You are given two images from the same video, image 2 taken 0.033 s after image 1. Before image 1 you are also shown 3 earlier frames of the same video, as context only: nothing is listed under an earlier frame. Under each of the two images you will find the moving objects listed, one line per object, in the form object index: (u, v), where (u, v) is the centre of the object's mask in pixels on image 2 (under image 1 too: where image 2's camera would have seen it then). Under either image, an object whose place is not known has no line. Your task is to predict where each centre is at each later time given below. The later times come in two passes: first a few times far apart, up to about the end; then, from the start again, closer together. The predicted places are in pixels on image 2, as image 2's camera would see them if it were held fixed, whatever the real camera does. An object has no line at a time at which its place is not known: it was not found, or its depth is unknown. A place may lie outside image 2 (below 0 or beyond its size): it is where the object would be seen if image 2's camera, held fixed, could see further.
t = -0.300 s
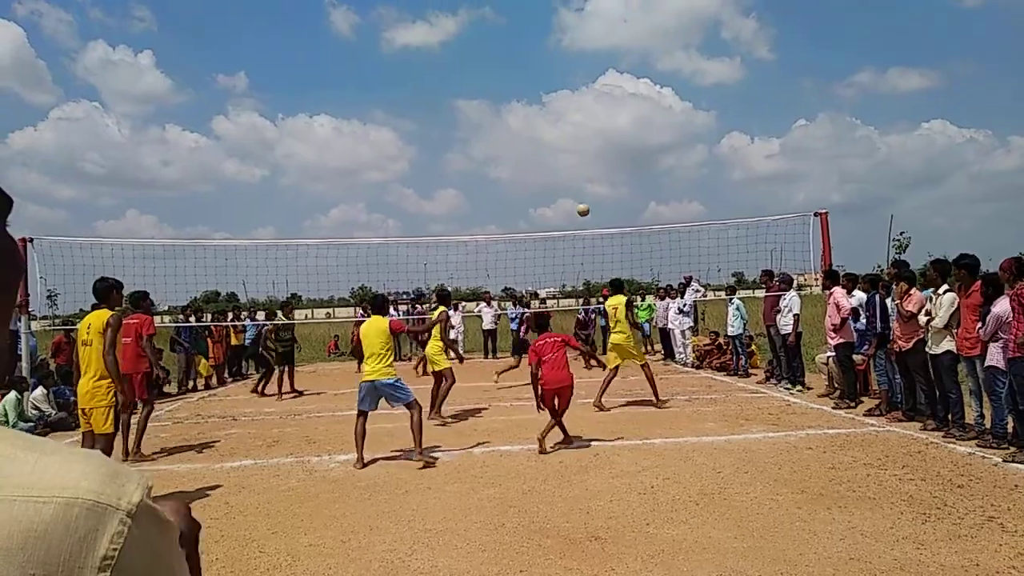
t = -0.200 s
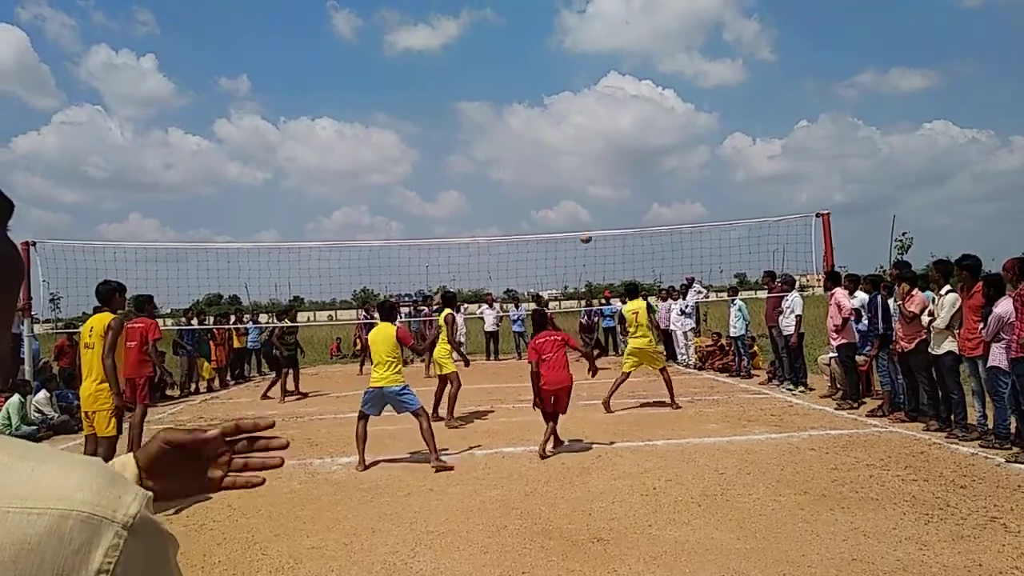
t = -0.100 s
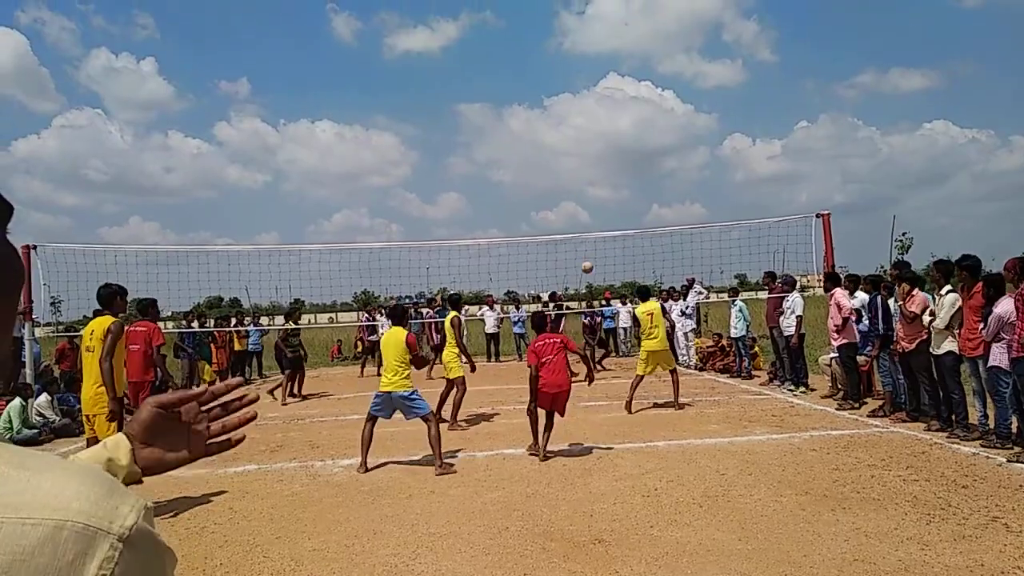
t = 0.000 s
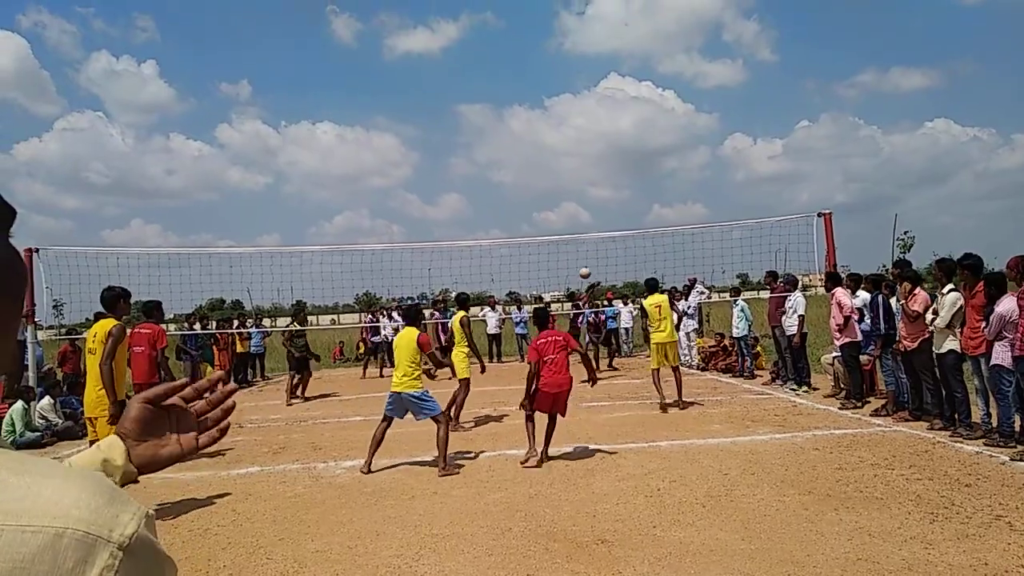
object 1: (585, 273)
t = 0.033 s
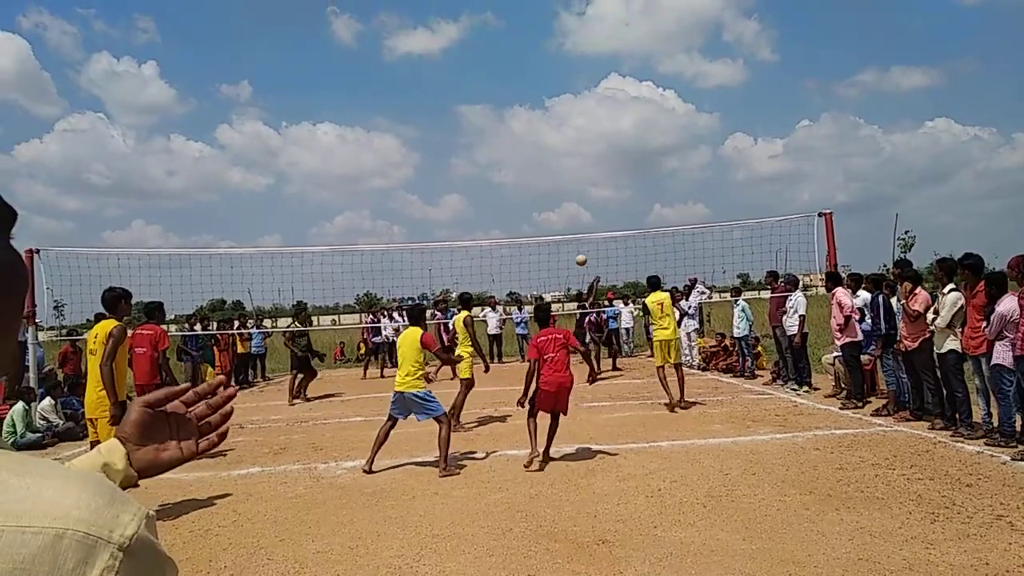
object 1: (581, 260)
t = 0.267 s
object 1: (548, 184)
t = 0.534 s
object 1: (513, 133)
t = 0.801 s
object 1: (478, 119)
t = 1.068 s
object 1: (443, 144)
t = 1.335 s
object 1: (412, 213)
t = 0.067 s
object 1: (576, 248)
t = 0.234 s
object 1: (553, 194)
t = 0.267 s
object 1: (548, 184)
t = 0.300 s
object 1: (544, 176)
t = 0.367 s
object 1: (535, 161)
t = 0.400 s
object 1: (531, 155)
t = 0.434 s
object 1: (527, 148)
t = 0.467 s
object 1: (523, 143)
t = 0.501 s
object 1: (518, 137)
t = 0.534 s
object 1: (513, 133)
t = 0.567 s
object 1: (509, 129)
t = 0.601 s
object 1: (504, 126)
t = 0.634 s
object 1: (500, 123)
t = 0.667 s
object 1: (496, 121)
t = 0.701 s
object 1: (492, 120)
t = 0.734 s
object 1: (487, 118)
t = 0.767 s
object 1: (482, 118)
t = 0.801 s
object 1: (478, 119)
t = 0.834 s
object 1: (474, 120)
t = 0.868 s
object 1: (469, 122)
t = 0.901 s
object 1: (465, 124)
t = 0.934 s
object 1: (461, 126)
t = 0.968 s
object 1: (456, 130)
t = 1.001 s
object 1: (452, 134)
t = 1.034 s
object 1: (447, 139)
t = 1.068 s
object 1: (443, 144)
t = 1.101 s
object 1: (439, 150)
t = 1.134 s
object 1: (436, 157)
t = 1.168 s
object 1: (431, 164)
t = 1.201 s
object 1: (427, 173)
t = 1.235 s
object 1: (423, 182)
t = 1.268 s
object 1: (419, 191)
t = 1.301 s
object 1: (415, 202)
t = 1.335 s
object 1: (412, 213)
